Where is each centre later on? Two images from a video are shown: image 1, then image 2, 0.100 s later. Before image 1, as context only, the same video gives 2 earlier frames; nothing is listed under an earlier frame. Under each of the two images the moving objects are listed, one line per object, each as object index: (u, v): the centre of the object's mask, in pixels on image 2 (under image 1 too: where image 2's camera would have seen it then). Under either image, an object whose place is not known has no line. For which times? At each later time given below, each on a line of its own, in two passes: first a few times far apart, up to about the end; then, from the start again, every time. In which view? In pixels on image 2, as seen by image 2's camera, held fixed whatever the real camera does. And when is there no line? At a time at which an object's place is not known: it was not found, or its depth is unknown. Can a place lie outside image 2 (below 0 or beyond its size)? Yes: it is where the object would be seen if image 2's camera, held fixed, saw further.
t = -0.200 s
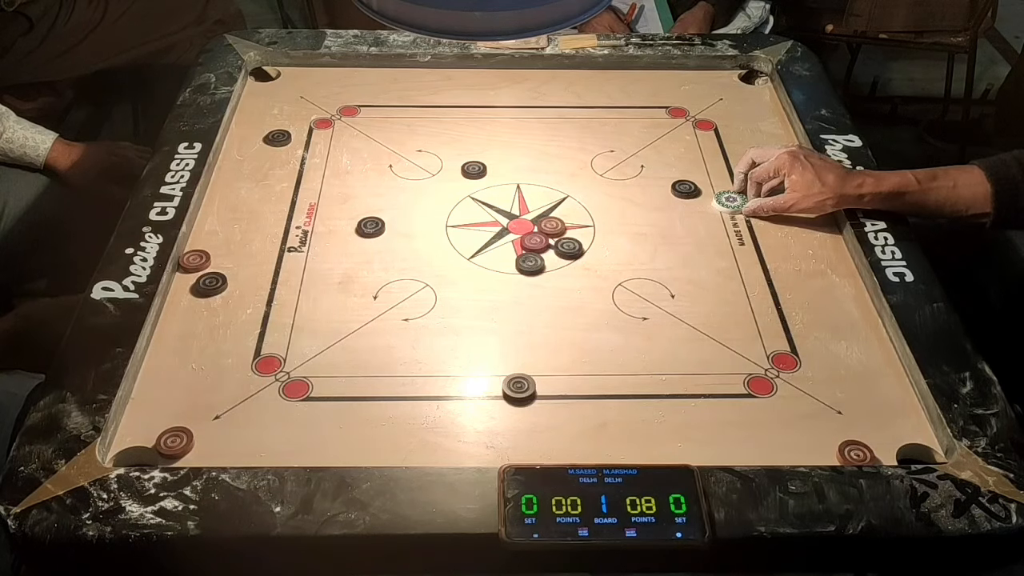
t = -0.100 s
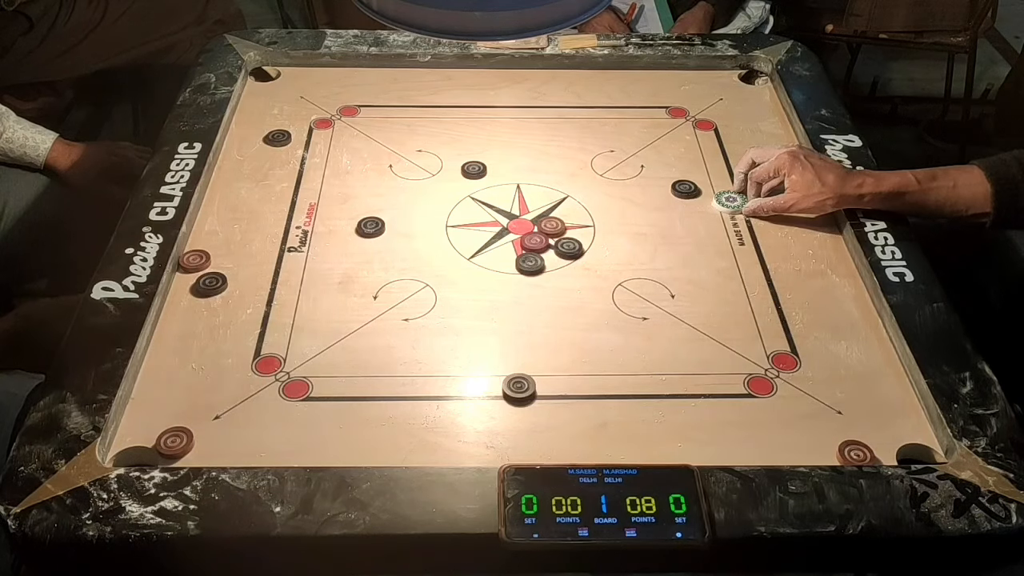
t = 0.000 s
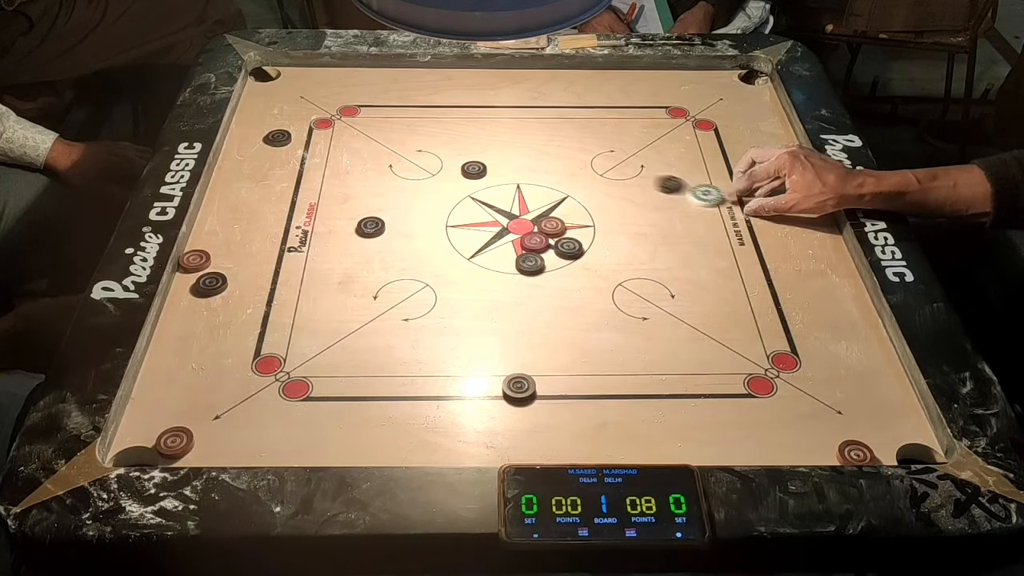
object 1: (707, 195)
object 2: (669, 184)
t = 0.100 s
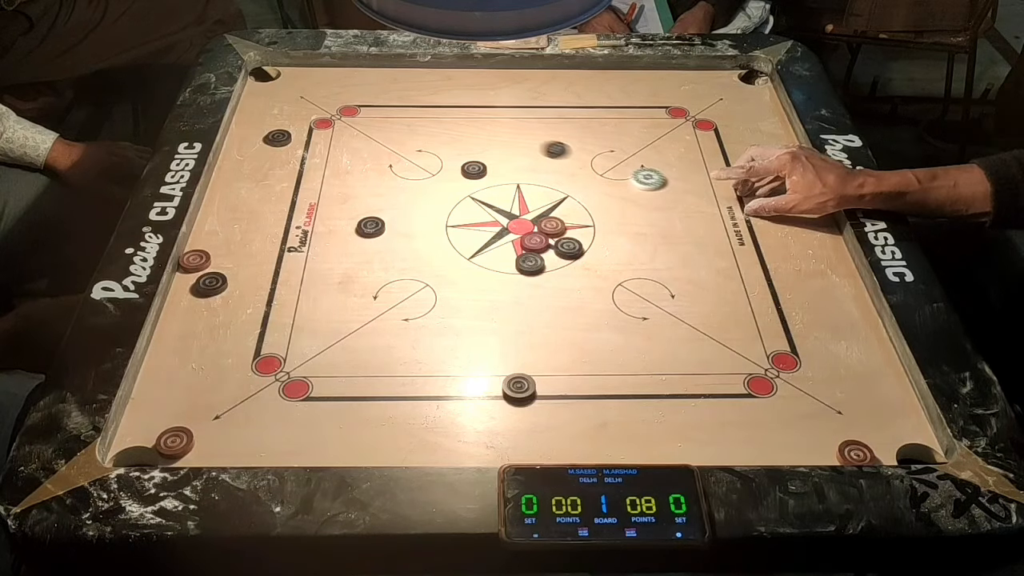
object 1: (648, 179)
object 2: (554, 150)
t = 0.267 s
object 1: (577, 159)
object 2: (406, 104)
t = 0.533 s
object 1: (519, 143)
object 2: (259, 79)
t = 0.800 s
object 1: (514, 142)
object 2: (292, 89)
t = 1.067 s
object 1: (514, 142)
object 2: (292, 89)
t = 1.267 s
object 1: (514, 142)
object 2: (292, 89)
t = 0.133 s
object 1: (632, 175)
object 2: (521, 139)
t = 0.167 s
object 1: (616, 171)
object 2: (490, 130)
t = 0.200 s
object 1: (602, 166)
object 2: (460, 120)
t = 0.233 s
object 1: (589, 163)
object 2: (431, 112)
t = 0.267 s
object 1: (577, 159)
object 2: (406, 104)
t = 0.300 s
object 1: (566, 157)
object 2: (381, 96)
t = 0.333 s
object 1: (557, 153)
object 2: (358, 89)
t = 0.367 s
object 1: (547, 151)
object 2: (337, 83)
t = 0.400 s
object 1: (540, 149)
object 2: (317, 77)
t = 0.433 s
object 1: (533, 147)
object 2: (299, 72)
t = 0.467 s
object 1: (527, 146)
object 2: (282, 73)
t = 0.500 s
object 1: (523, 144)
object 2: (268, 76)
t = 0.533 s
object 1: (519, 143)
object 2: (259, 79)
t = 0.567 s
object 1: (516, 143)
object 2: (266, 82)
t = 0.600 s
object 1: (515, 142)
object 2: (274, 84)
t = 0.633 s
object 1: (514, 142)
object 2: (279, 85)
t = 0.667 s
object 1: (514, 142)
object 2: (284, 86)
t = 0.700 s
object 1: (514, 142)
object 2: (288, 87)
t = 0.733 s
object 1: (514, 142)
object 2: (290, 88)
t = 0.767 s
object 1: (514, 142)
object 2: (291, 88)
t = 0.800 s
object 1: (514, 142)
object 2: (292, 89)
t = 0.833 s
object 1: (514, 142)
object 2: (292, 89)
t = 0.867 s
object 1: (514, 142)
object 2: (292, 89)
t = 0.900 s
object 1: (514, 142)
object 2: (292, 89)
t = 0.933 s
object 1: (514, 142)
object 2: (292, 89)
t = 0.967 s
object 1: (514, 142)
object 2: (292, 89)
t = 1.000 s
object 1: (514, 142)
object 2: (292, 89)
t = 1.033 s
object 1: (514, 142)
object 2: (292, 89)
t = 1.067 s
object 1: (514, 142)
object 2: (292, 89)
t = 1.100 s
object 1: (514, 142)
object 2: (292, 89)
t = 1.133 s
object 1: (514, 142)
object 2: (292, 89)
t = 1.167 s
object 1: (514, 142)
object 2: (292, 89)
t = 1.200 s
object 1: (514, 142)
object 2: (292, 89)
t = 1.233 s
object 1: (514, 142)
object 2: (292, 89)
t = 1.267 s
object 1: (514, 142)
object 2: (292, 89)
